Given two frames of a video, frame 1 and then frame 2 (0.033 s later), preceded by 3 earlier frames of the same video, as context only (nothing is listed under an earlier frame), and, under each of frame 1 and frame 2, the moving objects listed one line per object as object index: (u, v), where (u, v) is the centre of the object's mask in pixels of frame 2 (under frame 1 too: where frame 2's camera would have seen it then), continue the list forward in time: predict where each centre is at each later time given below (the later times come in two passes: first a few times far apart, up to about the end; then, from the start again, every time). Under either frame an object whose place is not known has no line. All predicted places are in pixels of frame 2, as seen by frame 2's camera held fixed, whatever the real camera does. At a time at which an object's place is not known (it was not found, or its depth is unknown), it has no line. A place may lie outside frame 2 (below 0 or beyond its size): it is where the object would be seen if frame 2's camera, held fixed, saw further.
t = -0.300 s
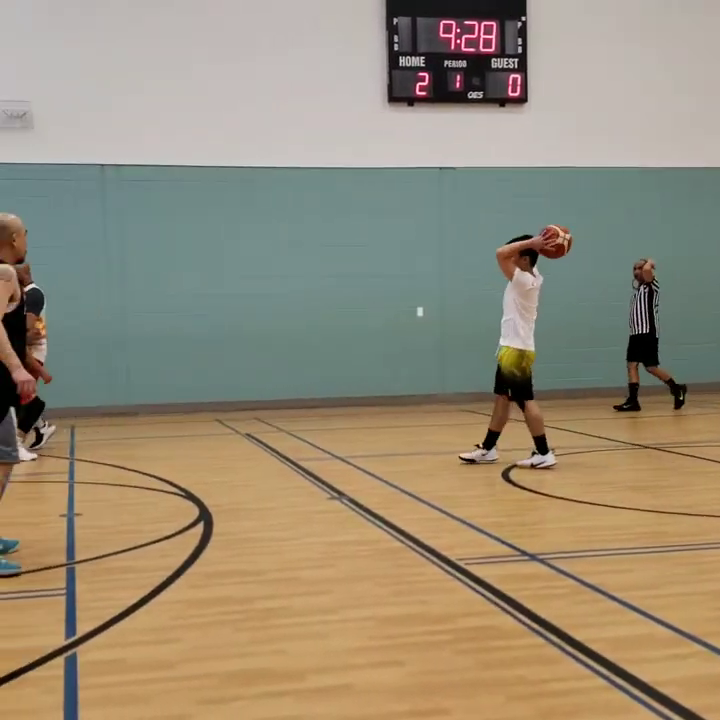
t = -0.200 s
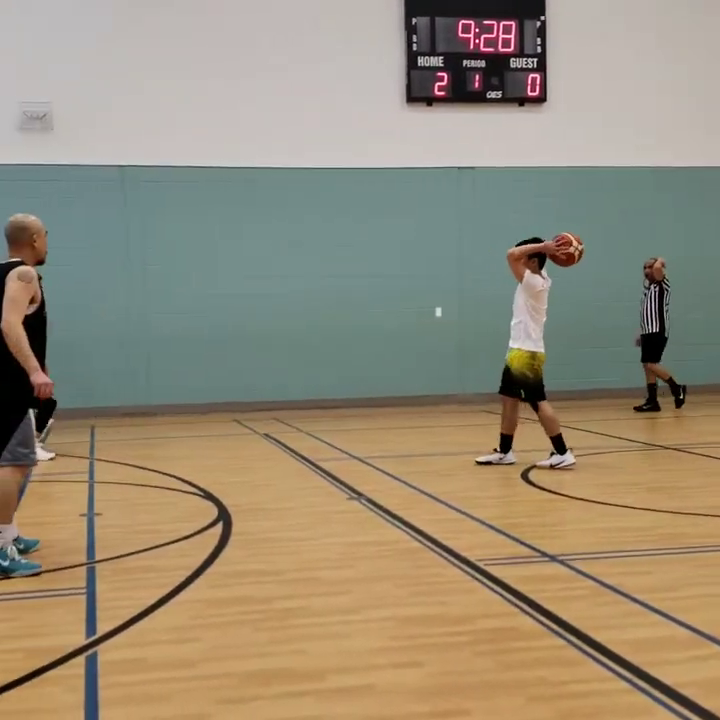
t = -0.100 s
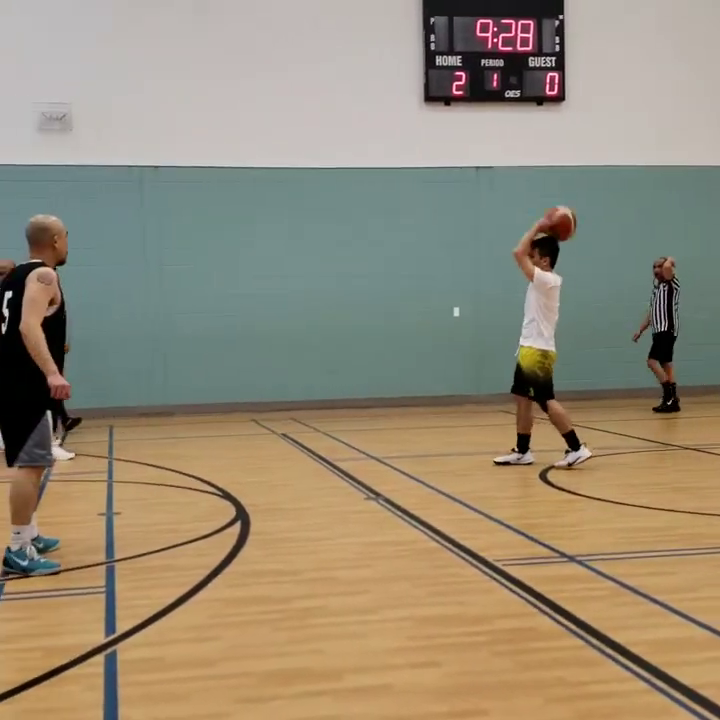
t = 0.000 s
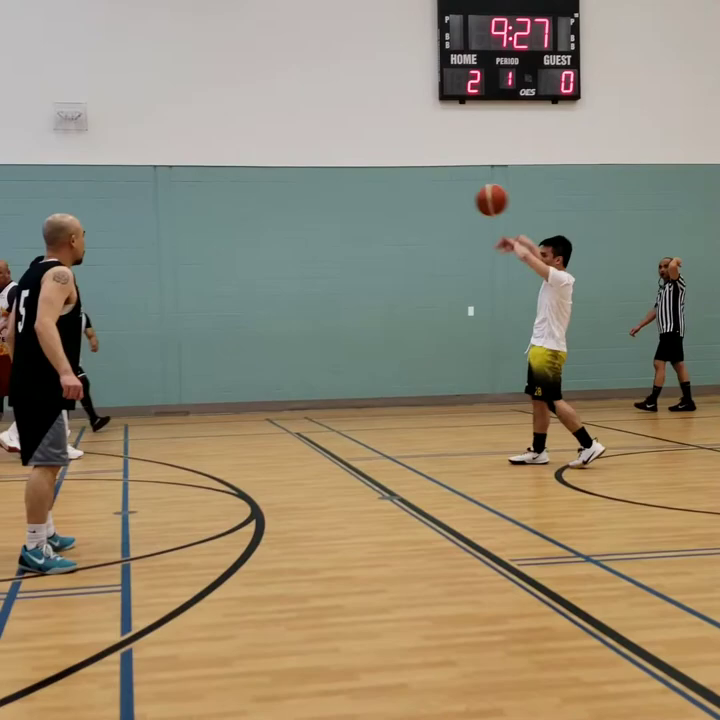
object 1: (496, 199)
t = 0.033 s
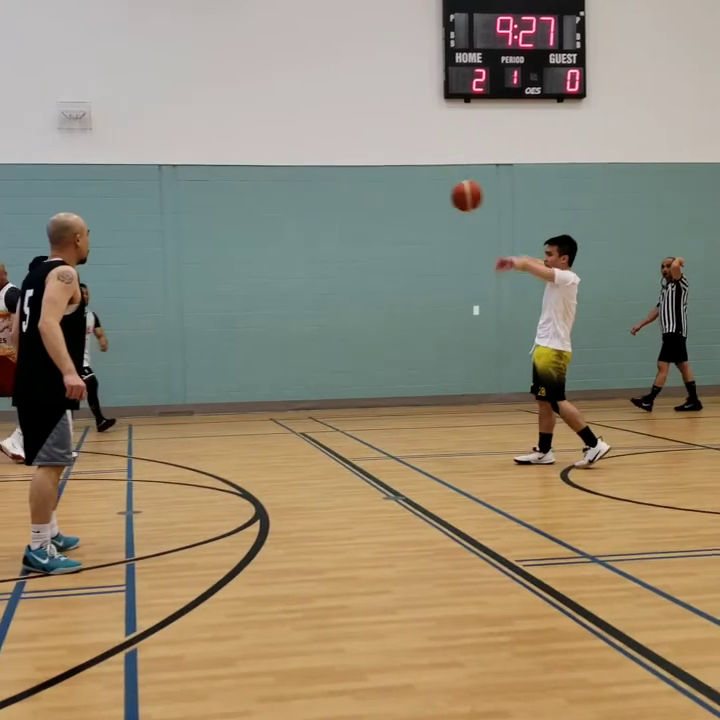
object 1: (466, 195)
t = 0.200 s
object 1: (339, 201)
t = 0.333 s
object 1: (254, 223)
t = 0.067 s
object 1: (439, 194)
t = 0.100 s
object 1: (412, 194)
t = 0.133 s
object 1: (386, 195)
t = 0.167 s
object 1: (361, 198)
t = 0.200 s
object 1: (339, 201)
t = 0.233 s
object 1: (316, 204)
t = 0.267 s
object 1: (295, 209)
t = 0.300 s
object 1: (273, 217)
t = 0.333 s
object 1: (254, 223)
